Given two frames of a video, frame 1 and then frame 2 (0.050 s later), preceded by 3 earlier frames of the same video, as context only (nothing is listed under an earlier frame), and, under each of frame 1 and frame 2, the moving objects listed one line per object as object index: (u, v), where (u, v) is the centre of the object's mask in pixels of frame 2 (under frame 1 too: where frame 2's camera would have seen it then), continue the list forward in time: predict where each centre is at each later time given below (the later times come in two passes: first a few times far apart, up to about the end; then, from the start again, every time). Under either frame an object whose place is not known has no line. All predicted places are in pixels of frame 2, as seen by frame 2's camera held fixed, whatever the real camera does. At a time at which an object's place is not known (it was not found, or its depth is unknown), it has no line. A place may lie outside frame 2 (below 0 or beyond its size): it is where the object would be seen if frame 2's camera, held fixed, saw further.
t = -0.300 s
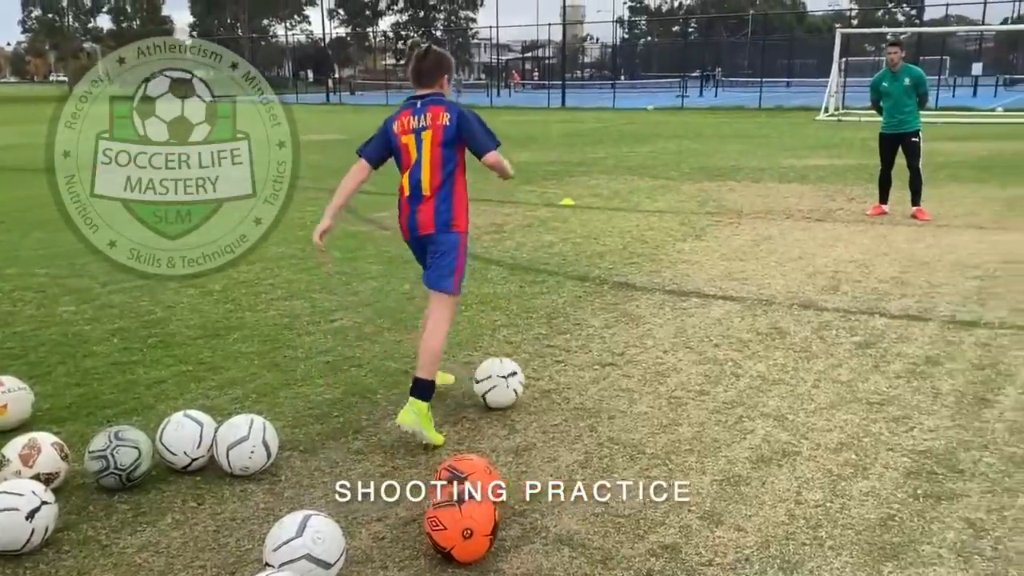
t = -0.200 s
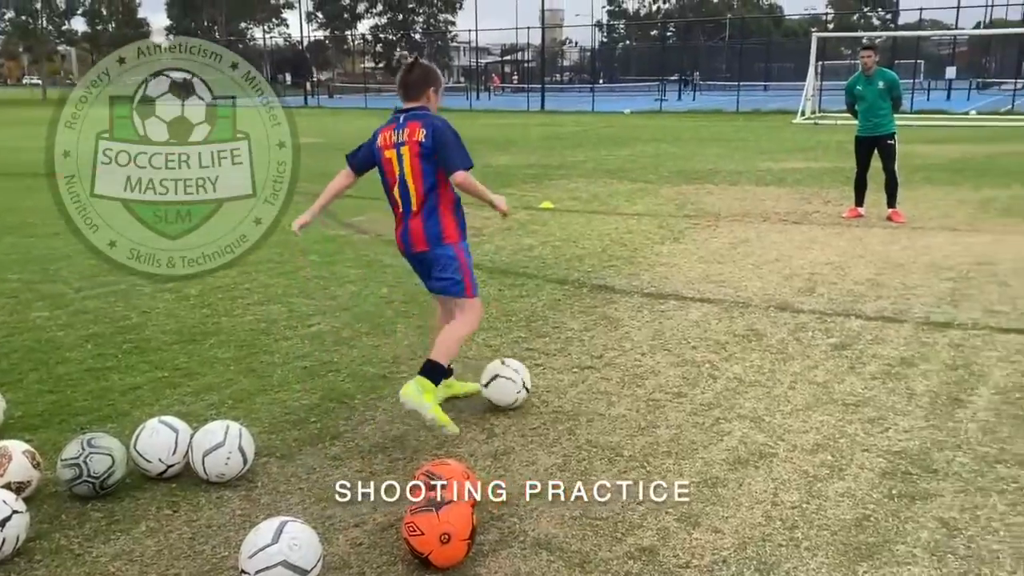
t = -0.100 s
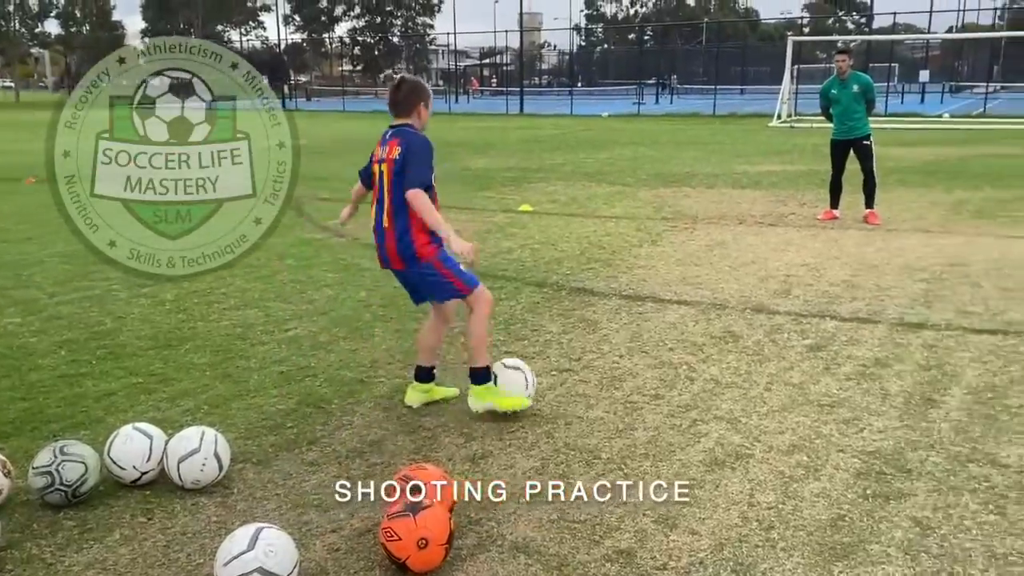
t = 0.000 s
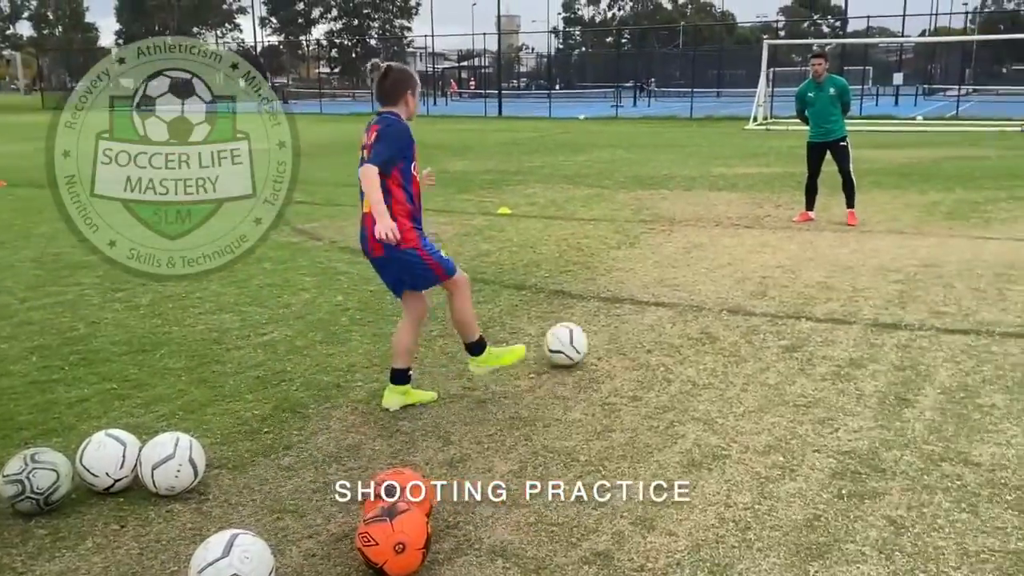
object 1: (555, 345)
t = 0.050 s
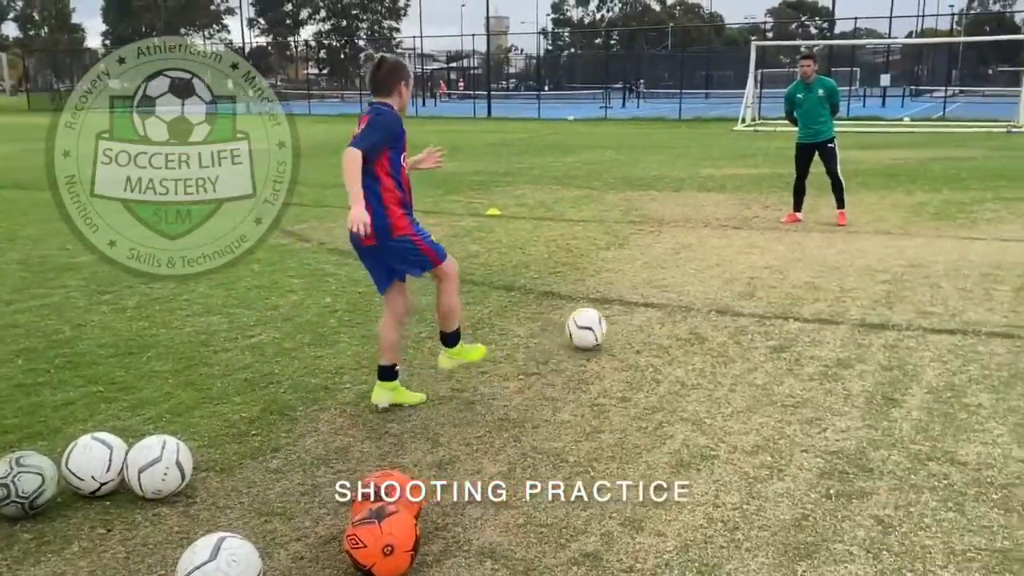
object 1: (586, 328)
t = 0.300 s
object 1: (688, 277)
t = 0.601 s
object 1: (750, 244)
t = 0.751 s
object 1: (771, 234)
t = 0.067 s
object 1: (595, 323)
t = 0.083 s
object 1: (604, 318)
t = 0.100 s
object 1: (612, 314)
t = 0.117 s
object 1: (621, 311)
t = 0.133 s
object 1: (628, 308)
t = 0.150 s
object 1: (635, 306)
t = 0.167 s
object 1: (643, 303)
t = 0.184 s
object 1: (649, 298)
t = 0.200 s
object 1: (655, 294)
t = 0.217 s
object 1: (661, 290)
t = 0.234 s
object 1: (667, 288)
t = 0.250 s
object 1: (672, 285)
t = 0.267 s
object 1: (677, 283)
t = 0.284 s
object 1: (683, 281)
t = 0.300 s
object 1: (688, 277)
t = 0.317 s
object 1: (692, 274)
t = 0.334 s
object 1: (697, 272)
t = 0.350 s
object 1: (701, 270)
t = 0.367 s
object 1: (705, 268)
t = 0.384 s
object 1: (709, 267)
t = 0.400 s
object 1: (713, 265)
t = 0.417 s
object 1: (717, 263)
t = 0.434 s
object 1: (720, 261)
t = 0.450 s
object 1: (723, 259)
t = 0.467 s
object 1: (727, 257)
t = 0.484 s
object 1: (731, 256)
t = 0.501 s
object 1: (734, 254)
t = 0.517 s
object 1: (736, 253)
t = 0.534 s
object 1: (739, 251)
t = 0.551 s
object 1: (743, 248)
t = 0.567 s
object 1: (746, 246)
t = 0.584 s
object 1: (747, 244)
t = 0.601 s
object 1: (750, 244)
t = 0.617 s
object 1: (752, 243)
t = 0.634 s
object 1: (755, 242)
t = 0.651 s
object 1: (757, 242)
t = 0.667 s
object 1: (759, 240)
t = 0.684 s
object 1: (761, 238)
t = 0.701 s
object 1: (763, 237)
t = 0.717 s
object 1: (766, 235)
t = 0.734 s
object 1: (768, 234)
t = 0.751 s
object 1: (771, 234)
